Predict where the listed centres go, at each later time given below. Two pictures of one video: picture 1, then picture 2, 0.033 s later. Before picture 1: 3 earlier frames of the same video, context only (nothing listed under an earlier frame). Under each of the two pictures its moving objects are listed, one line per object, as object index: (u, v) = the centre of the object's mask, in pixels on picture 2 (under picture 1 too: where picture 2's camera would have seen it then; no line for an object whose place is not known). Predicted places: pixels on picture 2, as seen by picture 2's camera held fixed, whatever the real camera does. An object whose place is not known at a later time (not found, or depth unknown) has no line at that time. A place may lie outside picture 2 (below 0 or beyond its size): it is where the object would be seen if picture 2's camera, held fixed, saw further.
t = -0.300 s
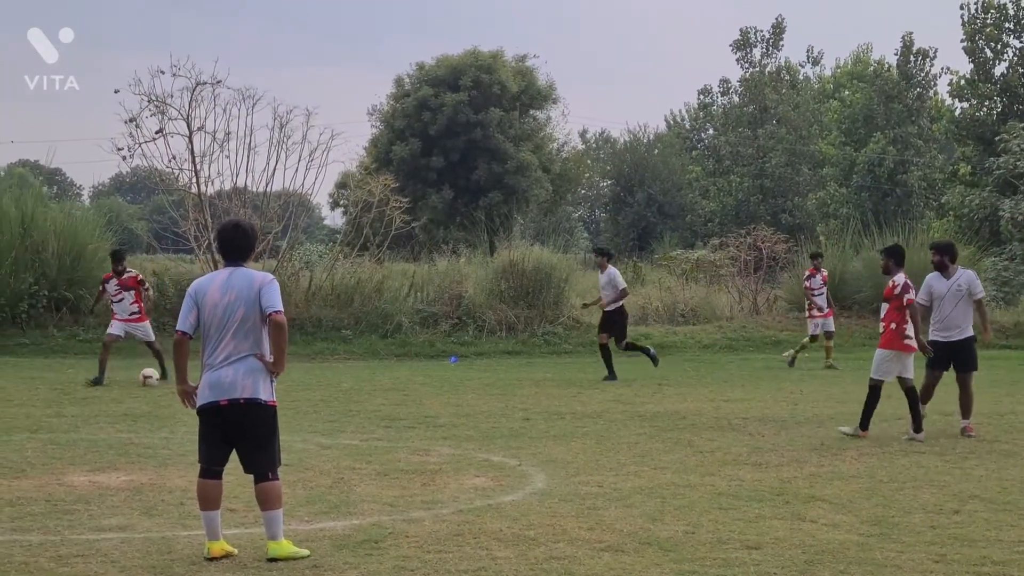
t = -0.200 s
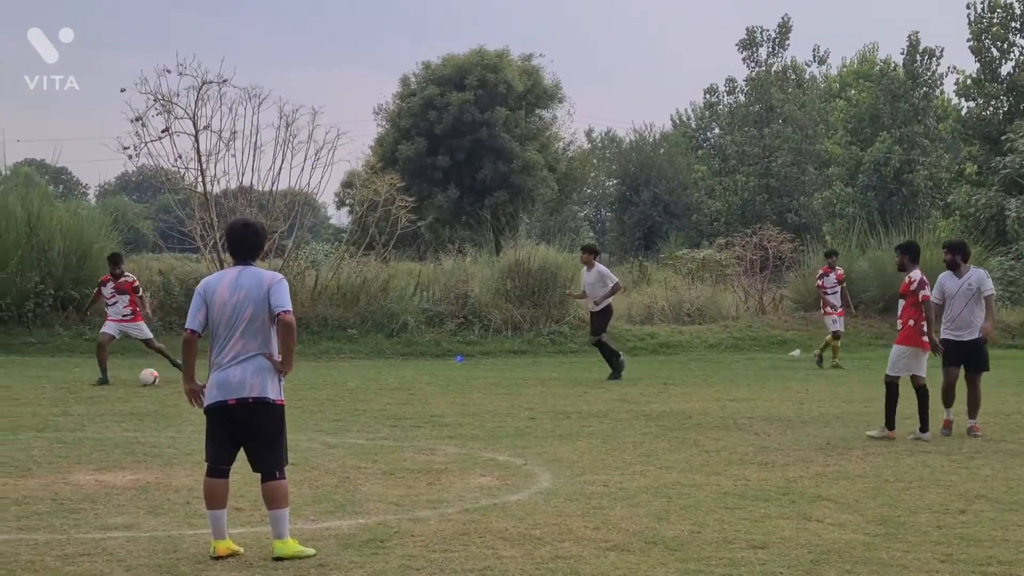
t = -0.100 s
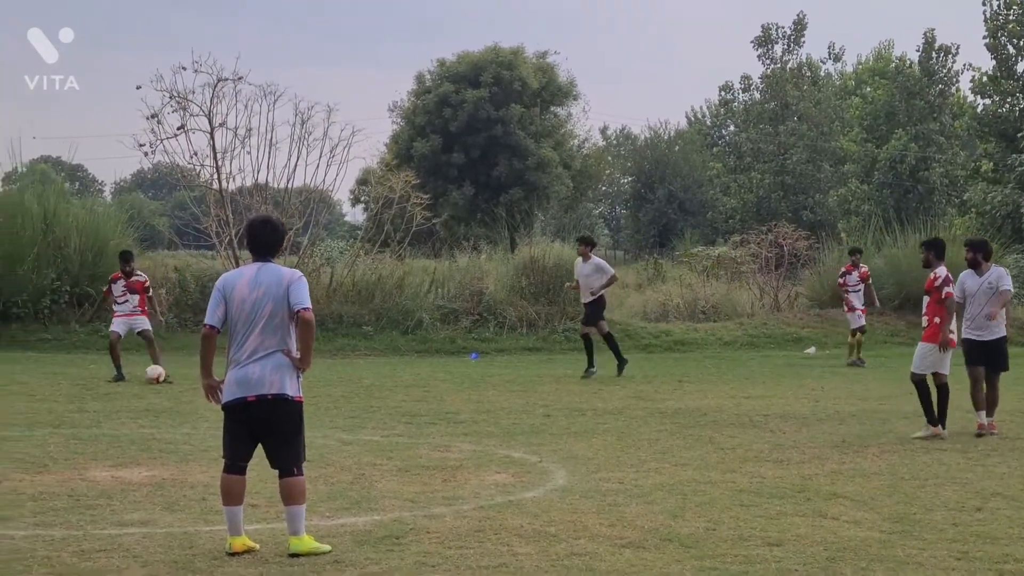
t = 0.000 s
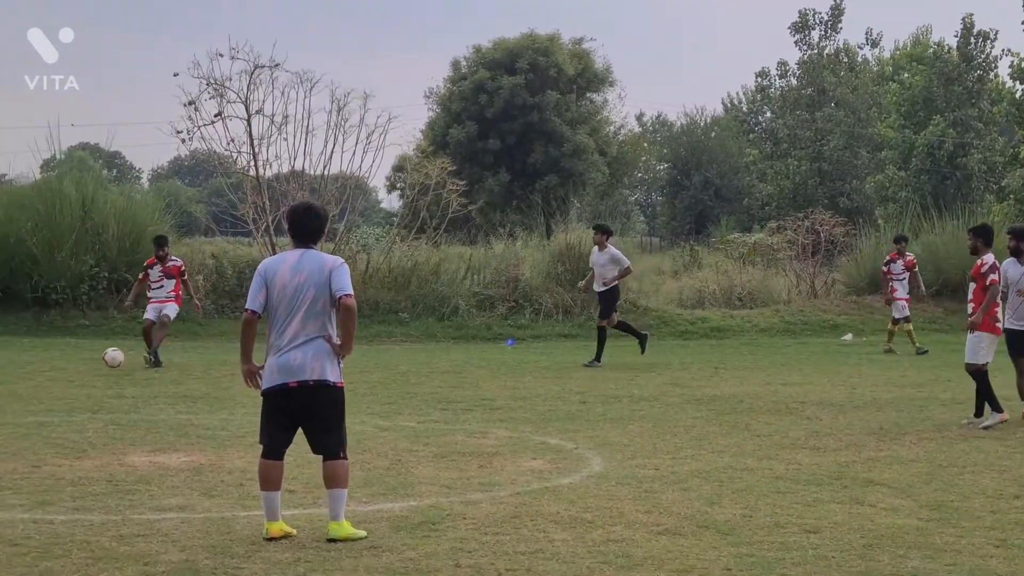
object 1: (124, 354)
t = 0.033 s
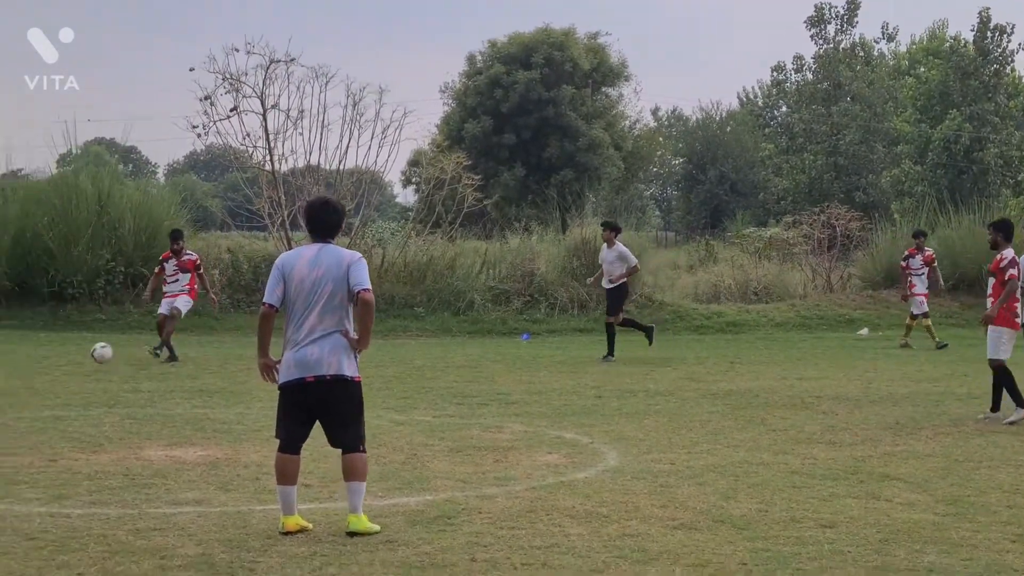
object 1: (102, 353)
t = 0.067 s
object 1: (79, 353)
